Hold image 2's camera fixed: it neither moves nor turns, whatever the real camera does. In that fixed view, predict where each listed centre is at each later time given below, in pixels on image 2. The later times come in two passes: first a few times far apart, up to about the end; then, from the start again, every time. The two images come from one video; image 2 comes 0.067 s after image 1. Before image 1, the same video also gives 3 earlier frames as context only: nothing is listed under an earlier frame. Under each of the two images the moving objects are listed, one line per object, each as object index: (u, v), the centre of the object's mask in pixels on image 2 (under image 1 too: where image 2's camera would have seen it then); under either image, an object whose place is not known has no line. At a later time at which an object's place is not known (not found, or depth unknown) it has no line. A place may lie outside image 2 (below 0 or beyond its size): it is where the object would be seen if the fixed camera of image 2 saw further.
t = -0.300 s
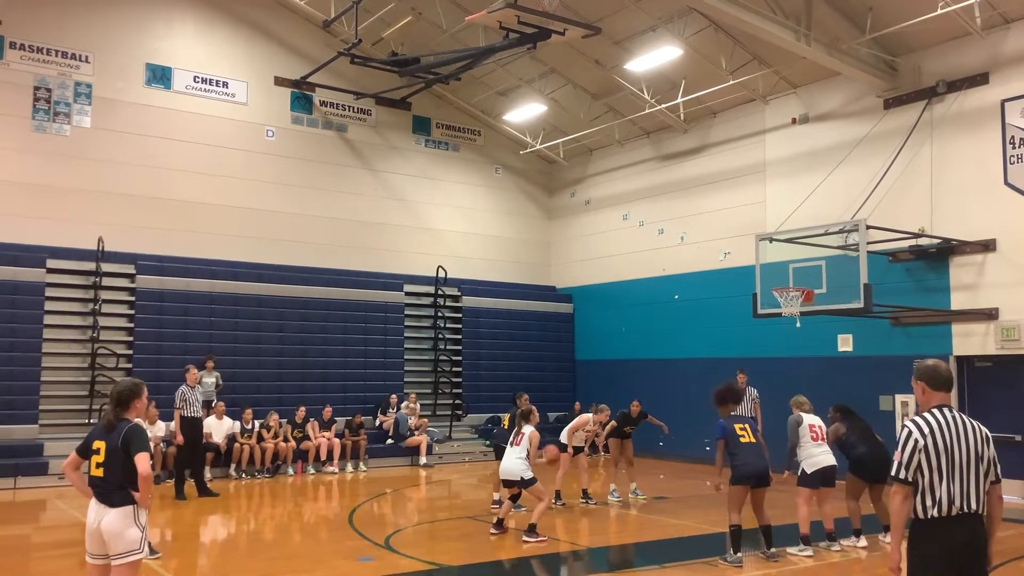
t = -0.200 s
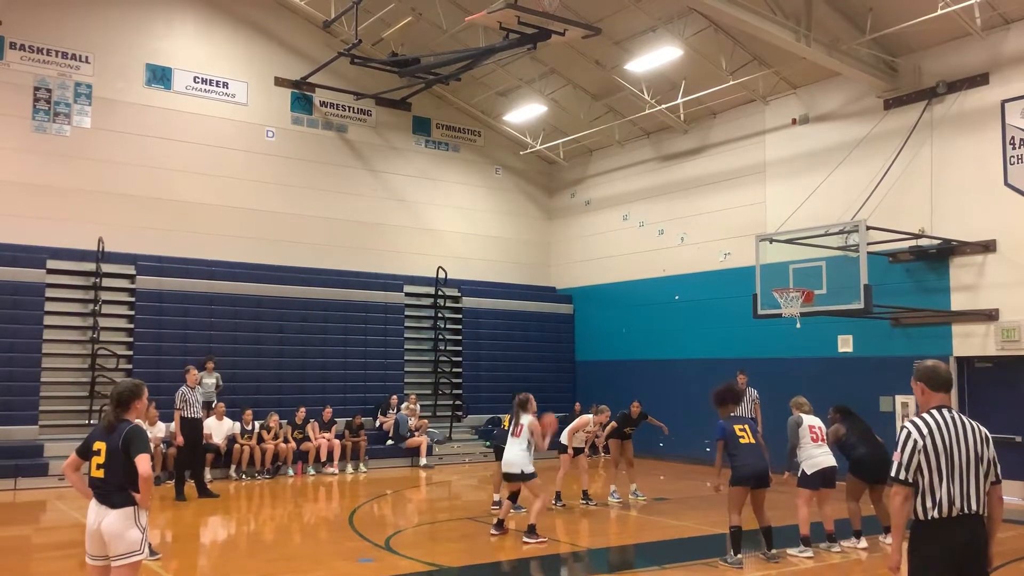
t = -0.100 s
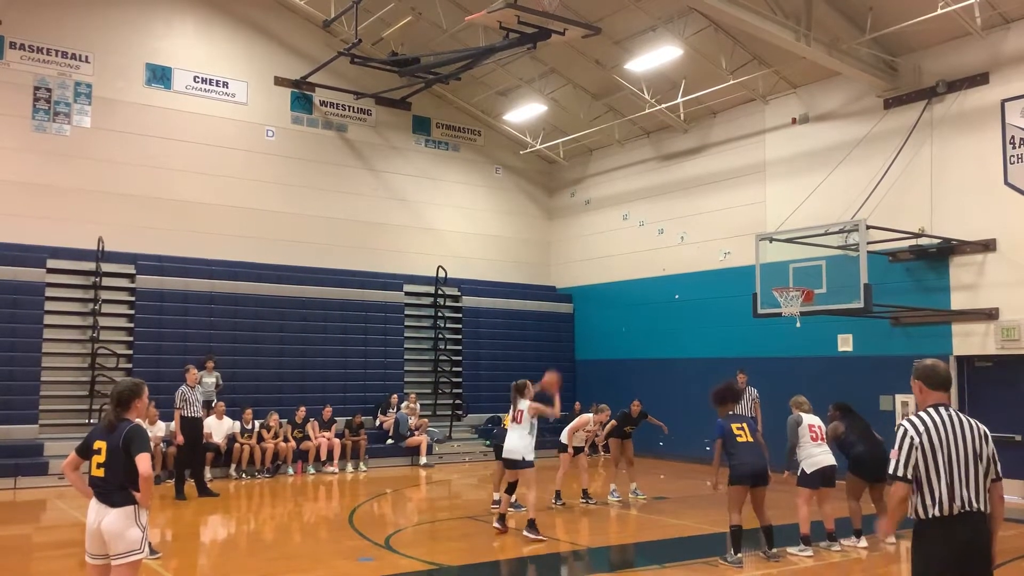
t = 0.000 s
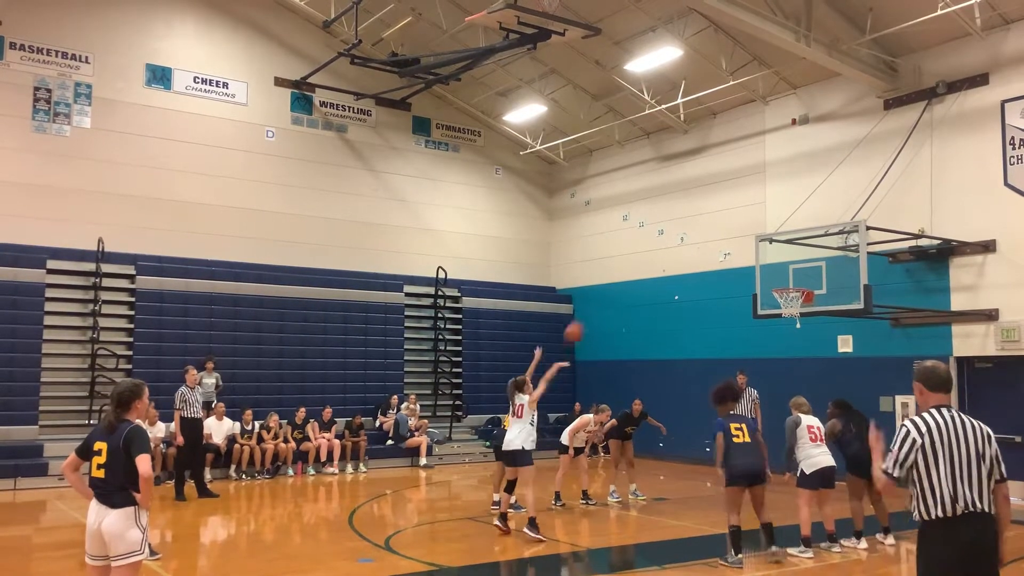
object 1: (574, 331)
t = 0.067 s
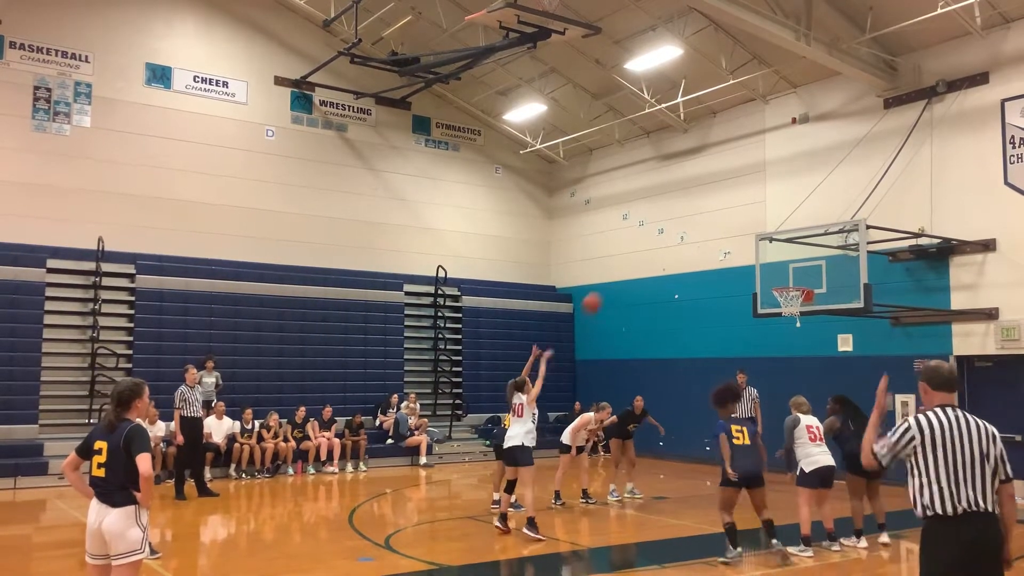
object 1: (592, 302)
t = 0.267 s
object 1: (641, 245)
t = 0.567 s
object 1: (707, 220)
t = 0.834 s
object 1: (761, 252)
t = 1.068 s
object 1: (798, 305)
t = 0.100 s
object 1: (600, 291)
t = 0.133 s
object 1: (608, 279)
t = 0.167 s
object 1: (617, 269)
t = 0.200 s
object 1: (625, 260)
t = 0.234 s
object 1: (633, 252)
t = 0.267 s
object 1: (641, 245)
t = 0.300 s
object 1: (649, 238)
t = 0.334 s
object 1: (657, 233)
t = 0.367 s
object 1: (664, 229)
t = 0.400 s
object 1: (671, 225)
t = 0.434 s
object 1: (679, 222)
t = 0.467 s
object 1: (686, 220)
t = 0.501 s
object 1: (693, 219)
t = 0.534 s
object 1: (700, 219)
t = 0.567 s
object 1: (707, 220)
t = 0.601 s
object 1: (714, 221)
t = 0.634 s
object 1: (721, 223)
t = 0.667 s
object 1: (728, 226)
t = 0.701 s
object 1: (735, 230)
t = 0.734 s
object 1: (742, 234)
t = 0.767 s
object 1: (747, 239)
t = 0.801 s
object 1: (754, 245)
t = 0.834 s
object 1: (761, 252)
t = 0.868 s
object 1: (768, 259)
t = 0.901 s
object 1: (774, 267)
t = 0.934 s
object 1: (779, 275)
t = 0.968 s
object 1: (786, 282)
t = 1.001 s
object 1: (793, 294)
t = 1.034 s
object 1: (798, 300)
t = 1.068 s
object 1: (798, 305)
